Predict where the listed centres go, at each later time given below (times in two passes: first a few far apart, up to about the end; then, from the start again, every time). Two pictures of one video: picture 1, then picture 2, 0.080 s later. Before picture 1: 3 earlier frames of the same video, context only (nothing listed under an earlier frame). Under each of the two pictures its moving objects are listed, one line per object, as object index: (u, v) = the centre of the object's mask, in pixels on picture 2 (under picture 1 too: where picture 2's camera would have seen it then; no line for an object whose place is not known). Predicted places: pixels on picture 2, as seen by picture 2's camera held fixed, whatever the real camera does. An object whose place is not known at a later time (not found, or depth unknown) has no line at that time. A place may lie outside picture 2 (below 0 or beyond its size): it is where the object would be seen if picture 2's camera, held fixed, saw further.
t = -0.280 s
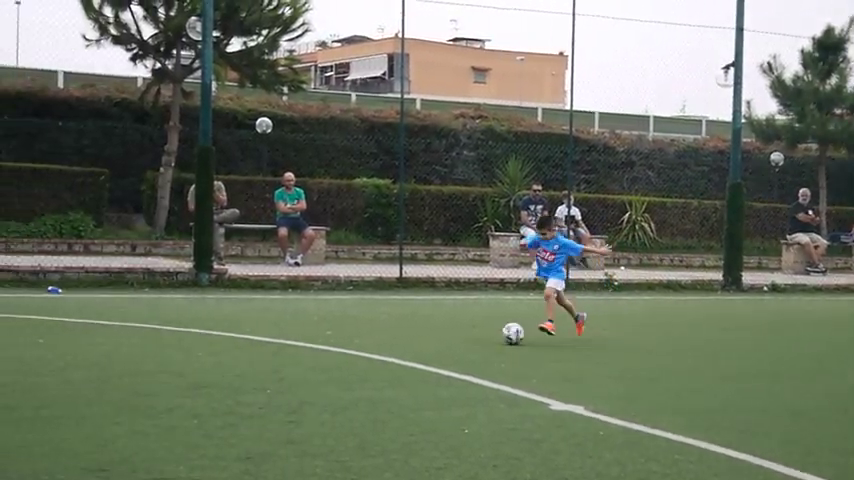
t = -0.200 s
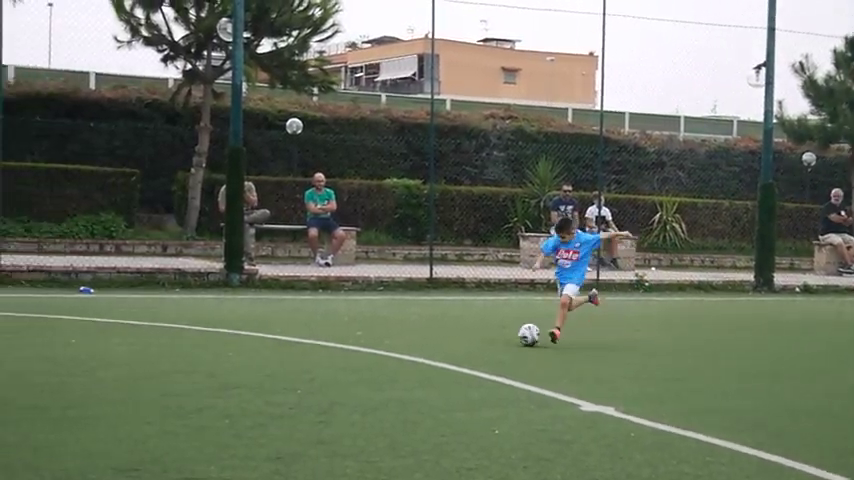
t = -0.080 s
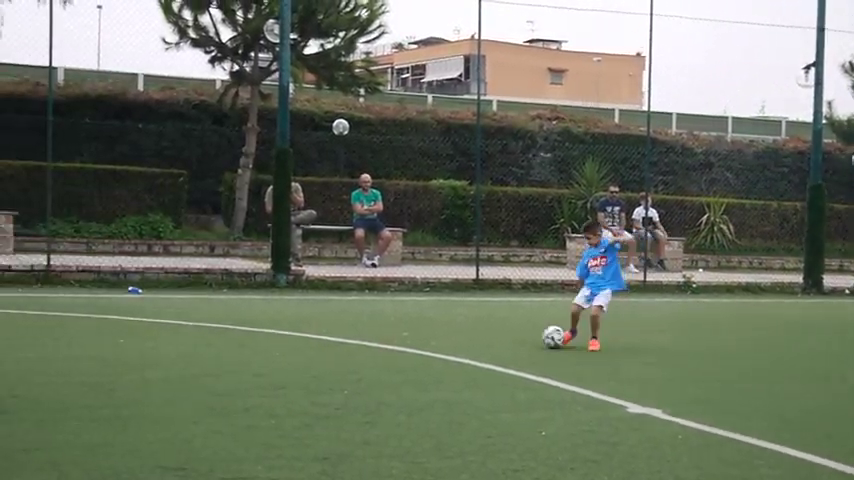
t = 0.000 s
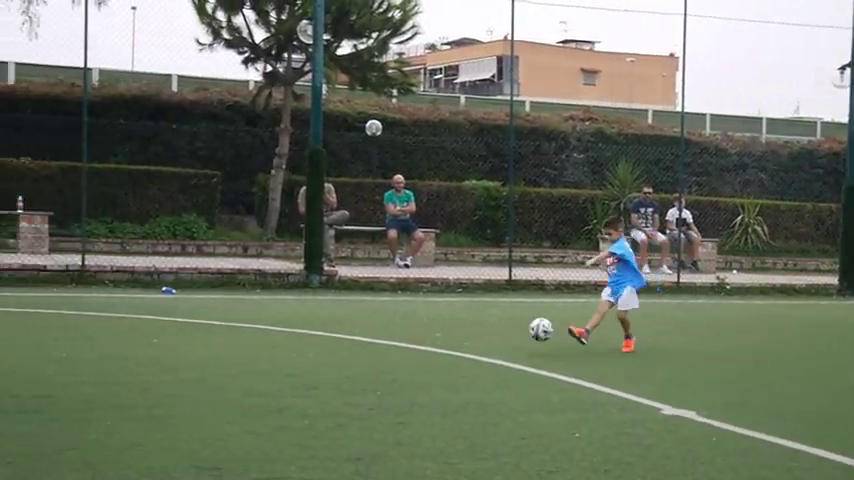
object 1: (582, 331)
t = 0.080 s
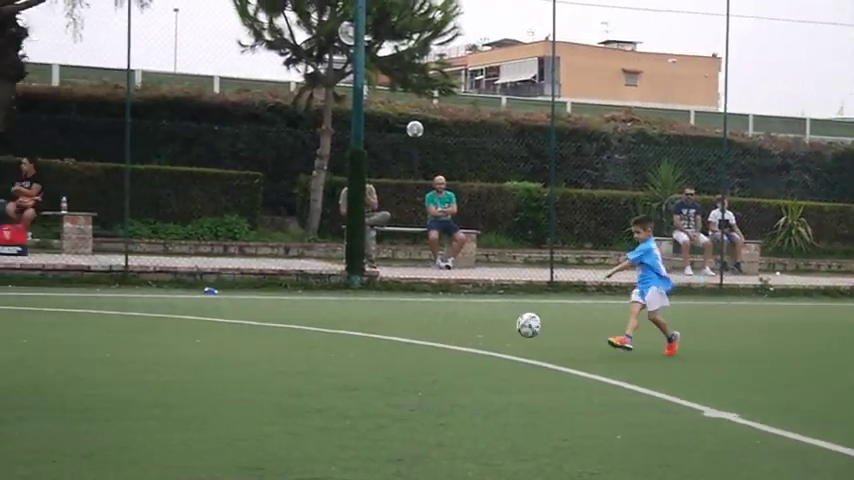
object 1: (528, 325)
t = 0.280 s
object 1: (370, 343)
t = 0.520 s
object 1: (150, 378)
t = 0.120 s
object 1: (500, 324)
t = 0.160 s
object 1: (469, 325)
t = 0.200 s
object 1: (438, 329)
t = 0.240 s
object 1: (405, 334)
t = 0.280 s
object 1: (370, 343)
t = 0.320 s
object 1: (332, 354)
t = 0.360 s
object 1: (294, 367)
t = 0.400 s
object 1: (253, 385)
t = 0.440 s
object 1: (219, 383)
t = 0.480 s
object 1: (186, 379)
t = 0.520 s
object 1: (150, 378)
